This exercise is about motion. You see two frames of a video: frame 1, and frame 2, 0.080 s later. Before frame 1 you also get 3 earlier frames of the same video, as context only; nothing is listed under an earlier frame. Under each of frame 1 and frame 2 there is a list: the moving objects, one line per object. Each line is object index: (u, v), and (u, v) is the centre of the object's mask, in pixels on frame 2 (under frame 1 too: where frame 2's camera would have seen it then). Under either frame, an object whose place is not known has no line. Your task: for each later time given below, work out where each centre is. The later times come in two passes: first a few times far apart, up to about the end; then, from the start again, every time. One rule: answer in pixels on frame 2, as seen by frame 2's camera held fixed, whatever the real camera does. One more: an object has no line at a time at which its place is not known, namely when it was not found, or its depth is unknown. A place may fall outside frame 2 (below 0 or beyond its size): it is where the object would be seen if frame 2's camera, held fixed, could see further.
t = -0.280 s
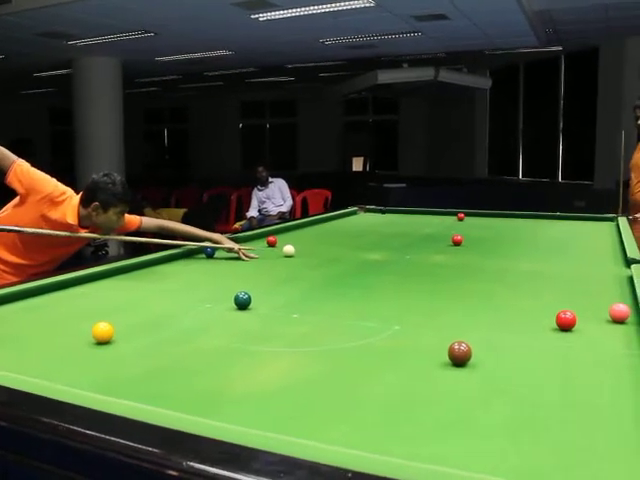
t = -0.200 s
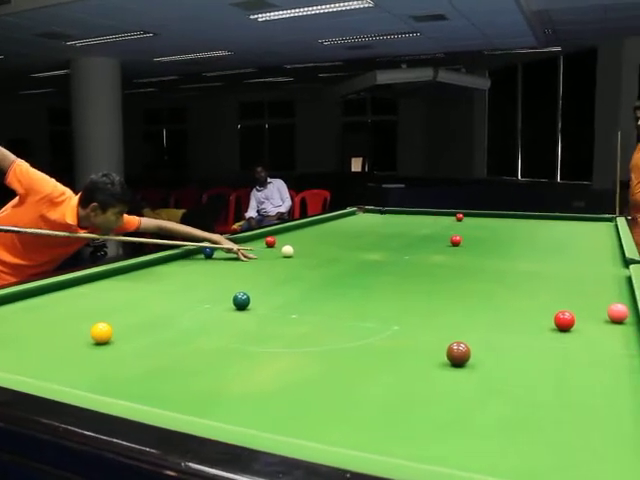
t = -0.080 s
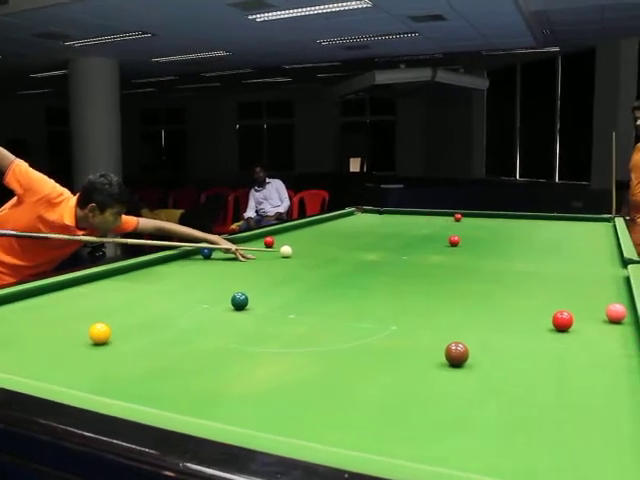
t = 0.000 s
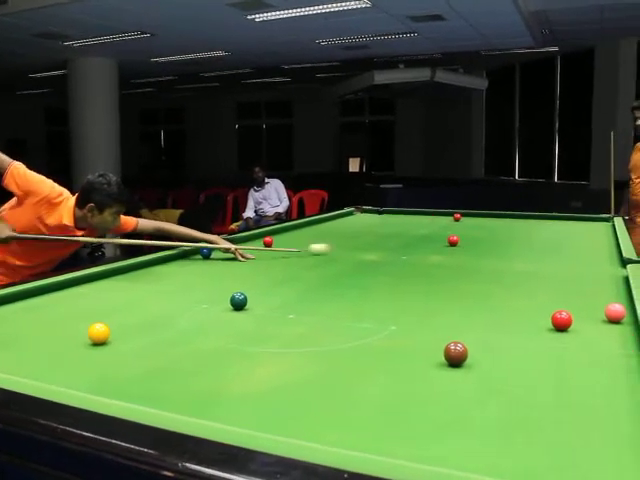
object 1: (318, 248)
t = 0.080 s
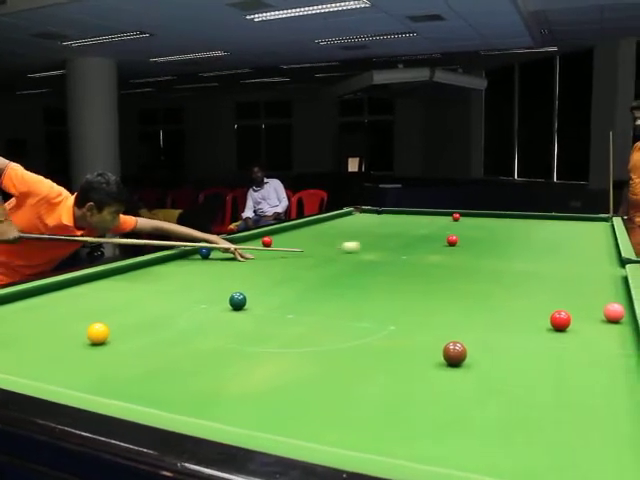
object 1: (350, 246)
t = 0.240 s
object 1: (407, 243)
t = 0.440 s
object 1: (454, 242)
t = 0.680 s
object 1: (490, 244)
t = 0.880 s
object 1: (520, 244)
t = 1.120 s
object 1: (554, 245)
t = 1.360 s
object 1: (589, 247)
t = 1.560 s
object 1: (611, 247)
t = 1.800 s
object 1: (591, 246)
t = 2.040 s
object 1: (573, 245)
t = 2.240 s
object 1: (560, 244)
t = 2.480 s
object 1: (543, 243)
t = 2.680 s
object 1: (531, 243)
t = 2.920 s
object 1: (519, 242)
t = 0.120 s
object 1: (366, 246)
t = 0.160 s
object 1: (380, 245)
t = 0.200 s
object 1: (394, 244)
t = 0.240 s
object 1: (407, 243)
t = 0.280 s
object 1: (421, 242)
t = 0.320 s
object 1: (434, 242)
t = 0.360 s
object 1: (445, 241)
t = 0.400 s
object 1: (449, 242)
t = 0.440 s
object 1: (454, 242)
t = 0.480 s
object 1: (460, 243)
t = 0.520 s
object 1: (466, 243)
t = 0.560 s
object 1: (472, 243)
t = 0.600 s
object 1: (477, 243)
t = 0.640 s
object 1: (483, 244)
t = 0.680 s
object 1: (490, 244)
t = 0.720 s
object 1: (495, 244)
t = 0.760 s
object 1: (501, 244)
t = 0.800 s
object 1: (508, 244)
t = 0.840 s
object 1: (513, 244)
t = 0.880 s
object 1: (520, 244)
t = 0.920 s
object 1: (525, 244)
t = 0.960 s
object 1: (531, 245)
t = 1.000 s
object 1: (537, 245)
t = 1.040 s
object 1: (543, 245)
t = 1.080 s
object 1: (548, 245)
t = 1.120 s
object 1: (554, 245)
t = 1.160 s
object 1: (560, 245)
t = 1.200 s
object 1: (566, 246)
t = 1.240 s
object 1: (571, 246)
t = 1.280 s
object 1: (577, 246)
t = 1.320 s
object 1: (582, 246)
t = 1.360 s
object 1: (589, 247)
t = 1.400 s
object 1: (595, 246)
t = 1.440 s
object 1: (600, 247)
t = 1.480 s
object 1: (606, 247)
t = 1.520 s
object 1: (611, 247)
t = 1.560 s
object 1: (611, 247)
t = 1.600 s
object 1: (608, 247)
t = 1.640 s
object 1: (605, 247)
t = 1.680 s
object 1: (601, 247)
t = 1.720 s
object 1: (597, 247)
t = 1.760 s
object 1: (594, 246)
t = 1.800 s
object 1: (591, 246)
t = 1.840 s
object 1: (588, 246)
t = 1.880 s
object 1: (585, 246)
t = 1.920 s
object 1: (582, 246)
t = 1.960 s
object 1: (579, 246)
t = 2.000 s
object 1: (576, 245)
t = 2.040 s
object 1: (573, 245)
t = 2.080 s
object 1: (569, 245)
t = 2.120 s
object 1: (566, 245)
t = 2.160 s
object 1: (563, 244)
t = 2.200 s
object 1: (561, 245)
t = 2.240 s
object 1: (560, 244)
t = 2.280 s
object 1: (556, 244)
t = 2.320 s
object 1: (554, 244)
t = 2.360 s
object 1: (551, 244)
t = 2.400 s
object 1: (548, 244)
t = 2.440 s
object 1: (546, 243)
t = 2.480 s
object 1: (543, 243)
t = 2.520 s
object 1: (542, 243)
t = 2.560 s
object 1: (538, 243)
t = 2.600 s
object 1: (536, 243)
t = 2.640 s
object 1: (534, 243)
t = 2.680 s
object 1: (531, 243)
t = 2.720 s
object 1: (529, 243)
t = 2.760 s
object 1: (527, 243)
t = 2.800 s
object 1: (525, 242)
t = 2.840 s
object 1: (523, 242)
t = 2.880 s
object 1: (522, 242)
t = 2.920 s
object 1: (519, 242)
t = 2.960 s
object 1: (518, 242)
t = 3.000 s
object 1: (515, 242)
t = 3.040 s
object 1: (514, 242)
